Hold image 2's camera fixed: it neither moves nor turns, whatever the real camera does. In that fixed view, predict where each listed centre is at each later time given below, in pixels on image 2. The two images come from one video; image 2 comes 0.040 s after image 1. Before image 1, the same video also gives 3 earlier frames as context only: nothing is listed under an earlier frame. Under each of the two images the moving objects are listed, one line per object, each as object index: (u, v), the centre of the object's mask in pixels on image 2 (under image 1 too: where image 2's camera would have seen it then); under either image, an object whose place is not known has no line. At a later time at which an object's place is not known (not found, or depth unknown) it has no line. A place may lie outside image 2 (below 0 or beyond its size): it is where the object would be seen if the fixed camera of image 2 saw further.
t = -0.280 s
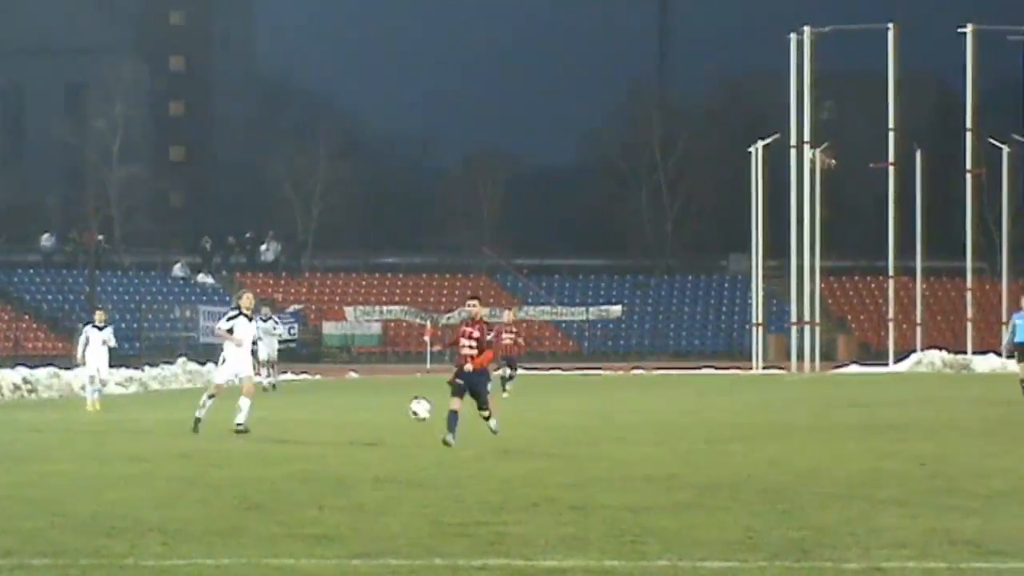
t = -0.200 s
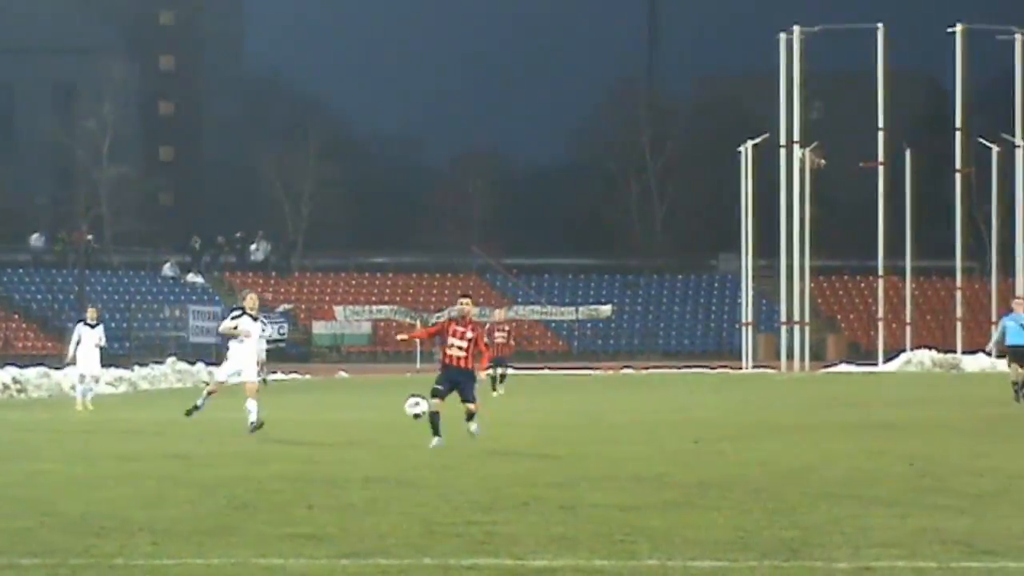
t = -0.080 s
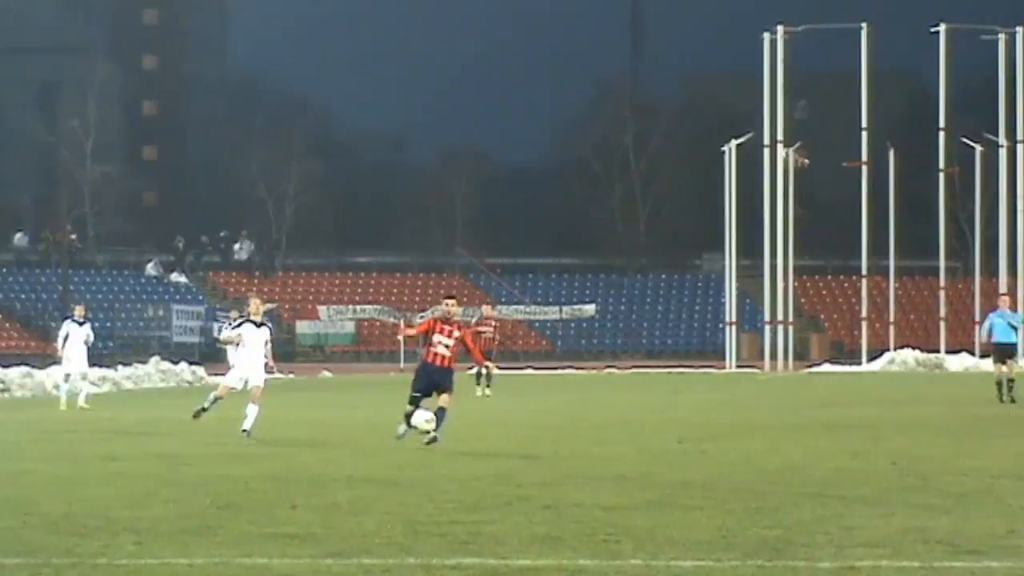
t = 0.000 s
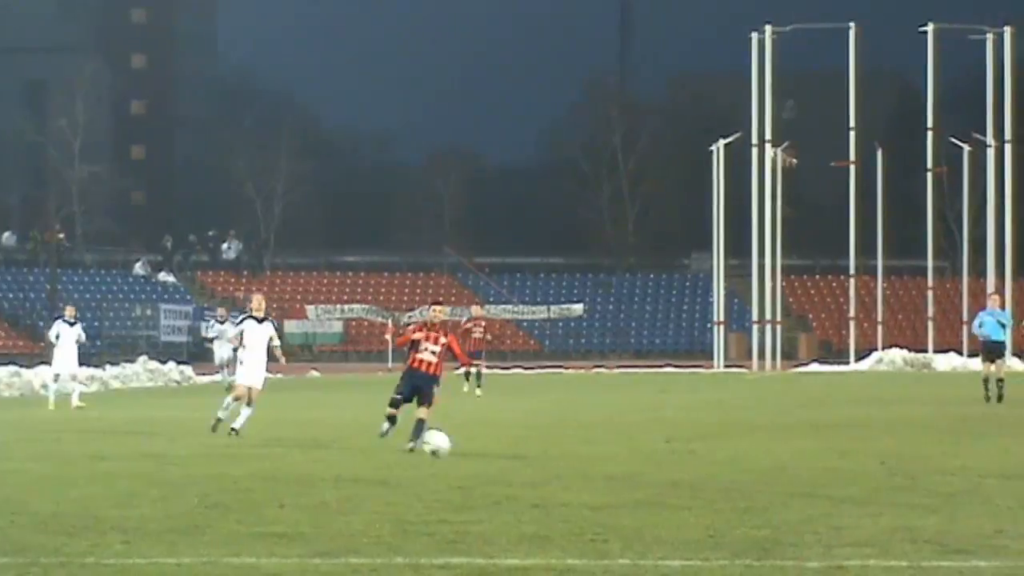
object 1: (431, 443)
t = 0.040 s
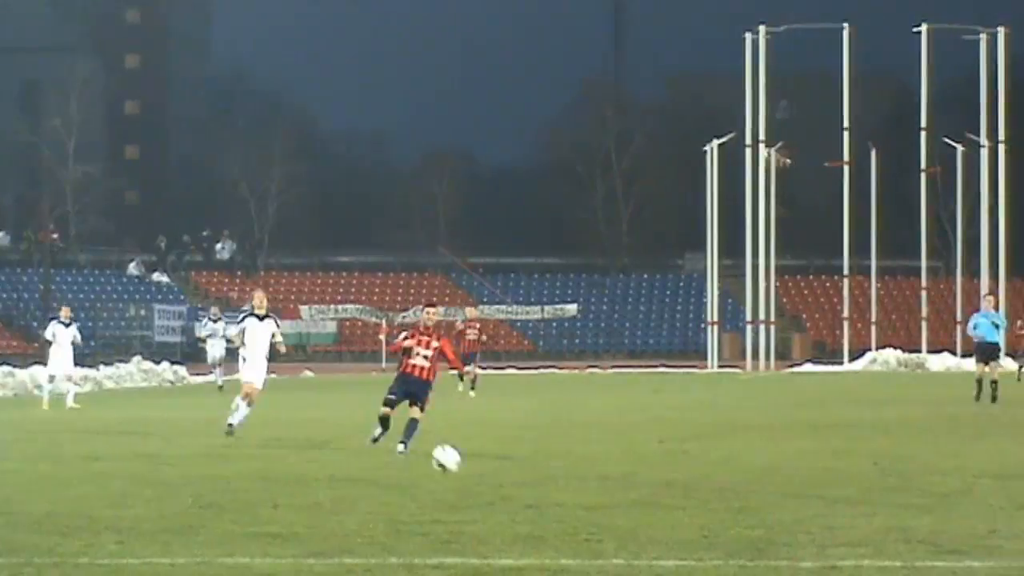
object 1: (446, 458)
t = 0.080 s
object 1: (464, 477)
